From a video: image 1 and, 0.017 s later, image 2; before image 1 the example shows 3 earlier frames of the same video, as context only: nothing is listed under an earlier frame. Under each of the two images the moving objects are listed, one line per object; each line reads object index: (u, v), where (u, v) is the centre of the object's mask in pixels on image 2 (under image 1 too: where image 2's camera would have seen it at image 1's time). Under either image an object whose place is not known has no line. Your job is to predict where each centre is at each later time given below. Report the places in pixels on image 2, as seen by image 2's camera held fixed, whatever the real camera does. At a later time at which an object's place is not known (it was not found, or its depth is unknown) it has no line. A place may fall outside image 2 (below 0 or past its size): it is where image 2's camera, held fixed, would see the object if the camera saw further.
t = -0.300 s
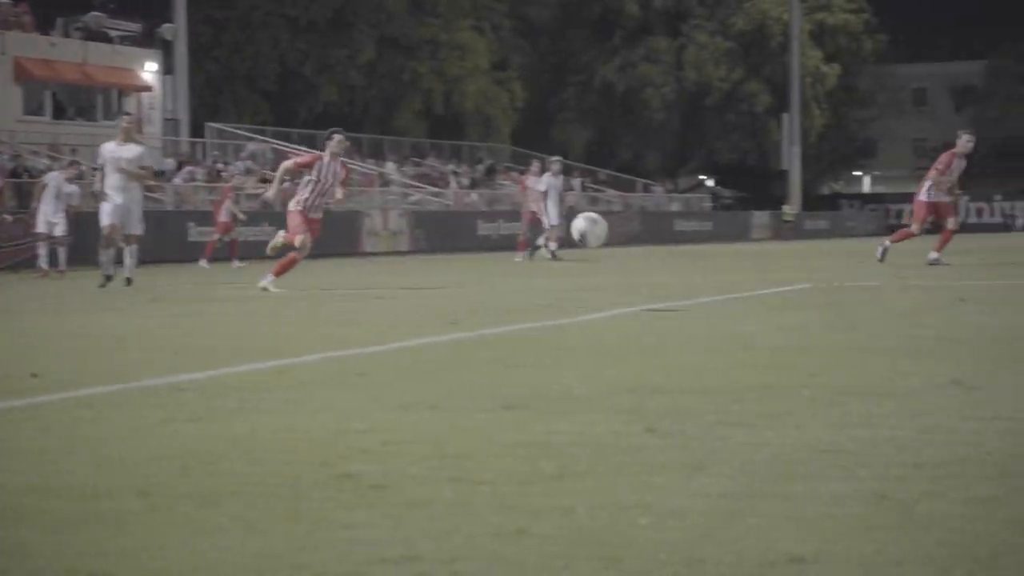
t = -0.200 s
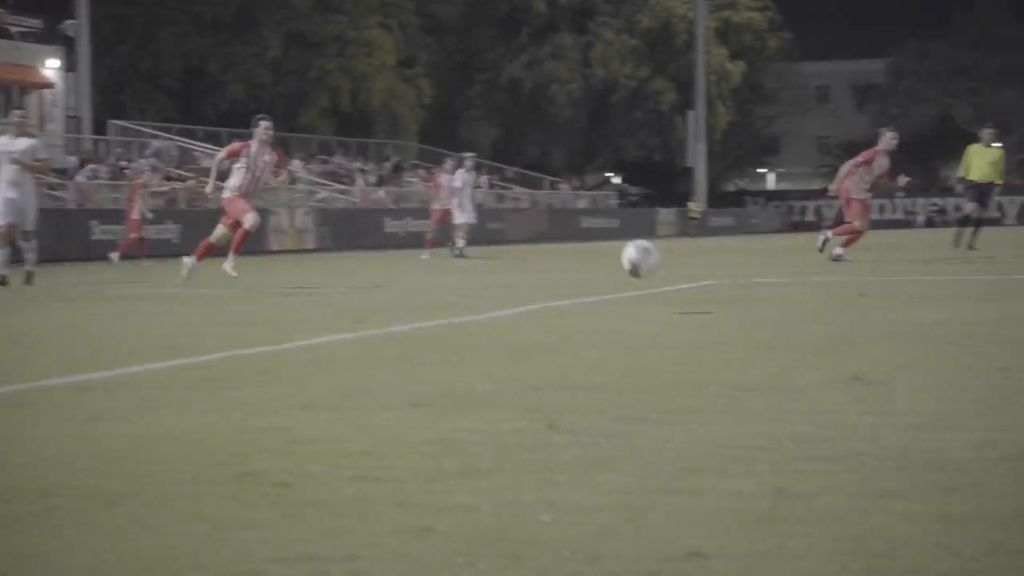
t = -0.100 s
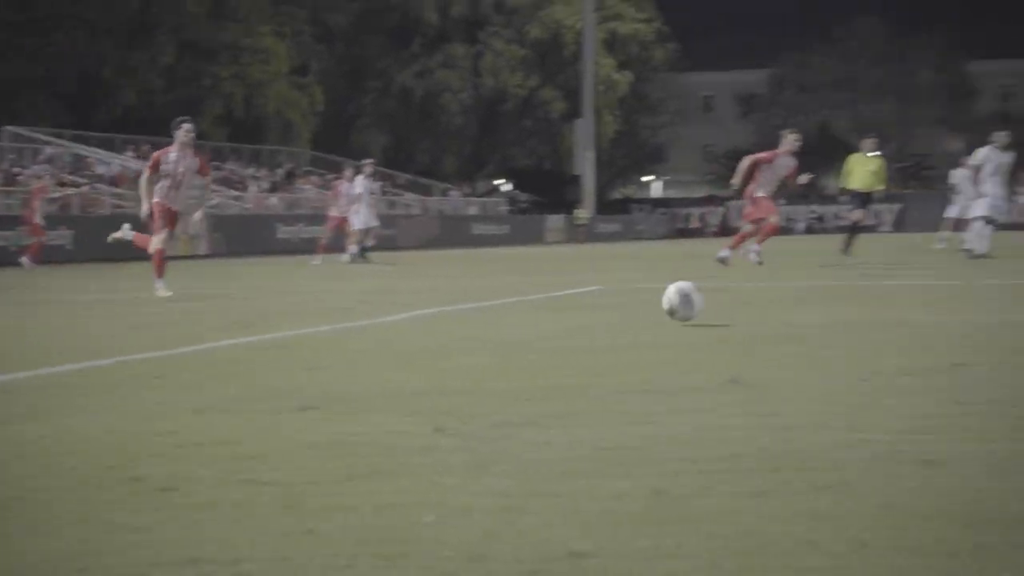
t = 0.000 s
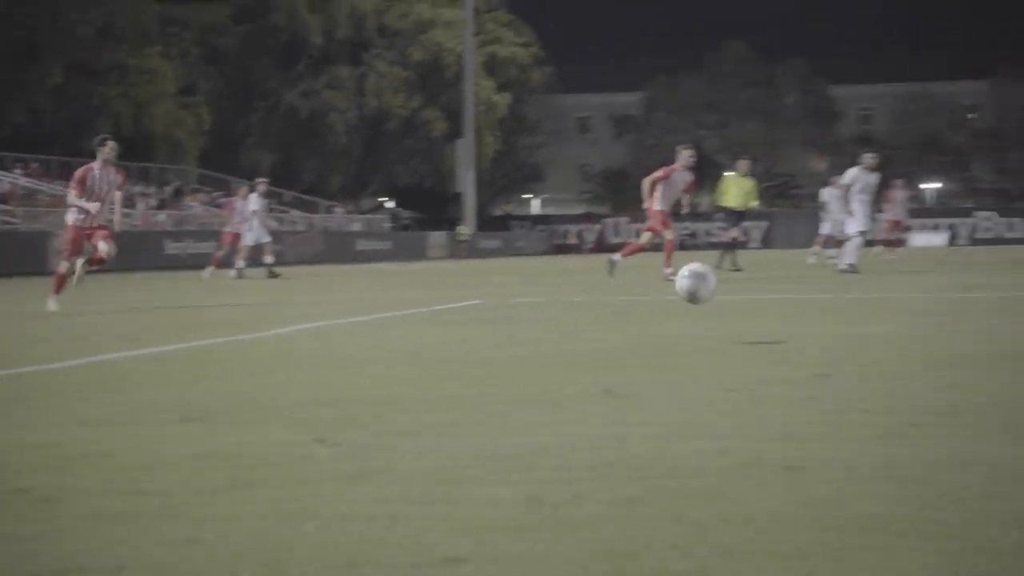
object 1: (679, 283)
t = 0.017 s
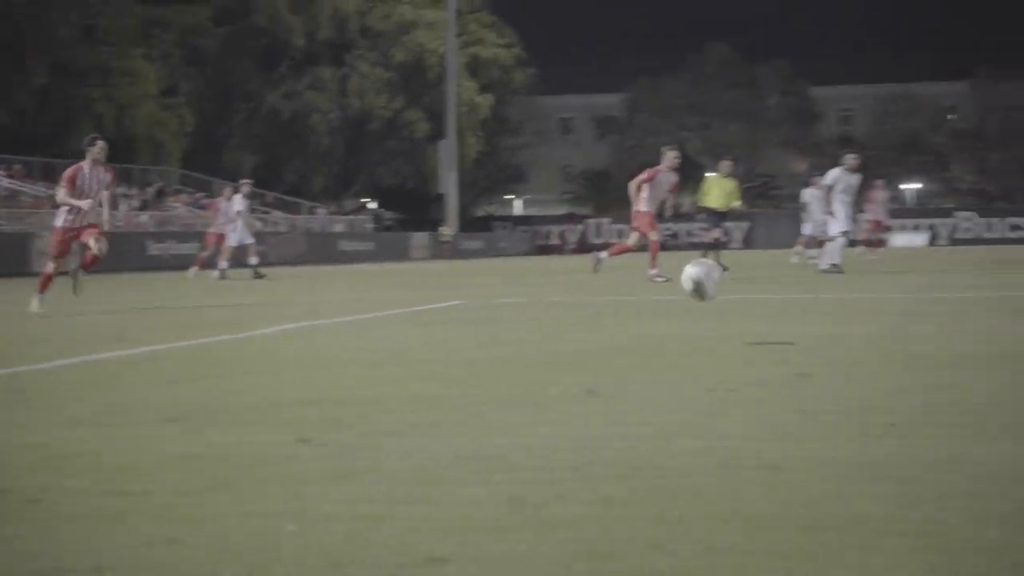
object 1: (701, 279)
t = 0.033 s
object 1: (725, 278)
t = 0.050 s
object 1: (747, 276)
